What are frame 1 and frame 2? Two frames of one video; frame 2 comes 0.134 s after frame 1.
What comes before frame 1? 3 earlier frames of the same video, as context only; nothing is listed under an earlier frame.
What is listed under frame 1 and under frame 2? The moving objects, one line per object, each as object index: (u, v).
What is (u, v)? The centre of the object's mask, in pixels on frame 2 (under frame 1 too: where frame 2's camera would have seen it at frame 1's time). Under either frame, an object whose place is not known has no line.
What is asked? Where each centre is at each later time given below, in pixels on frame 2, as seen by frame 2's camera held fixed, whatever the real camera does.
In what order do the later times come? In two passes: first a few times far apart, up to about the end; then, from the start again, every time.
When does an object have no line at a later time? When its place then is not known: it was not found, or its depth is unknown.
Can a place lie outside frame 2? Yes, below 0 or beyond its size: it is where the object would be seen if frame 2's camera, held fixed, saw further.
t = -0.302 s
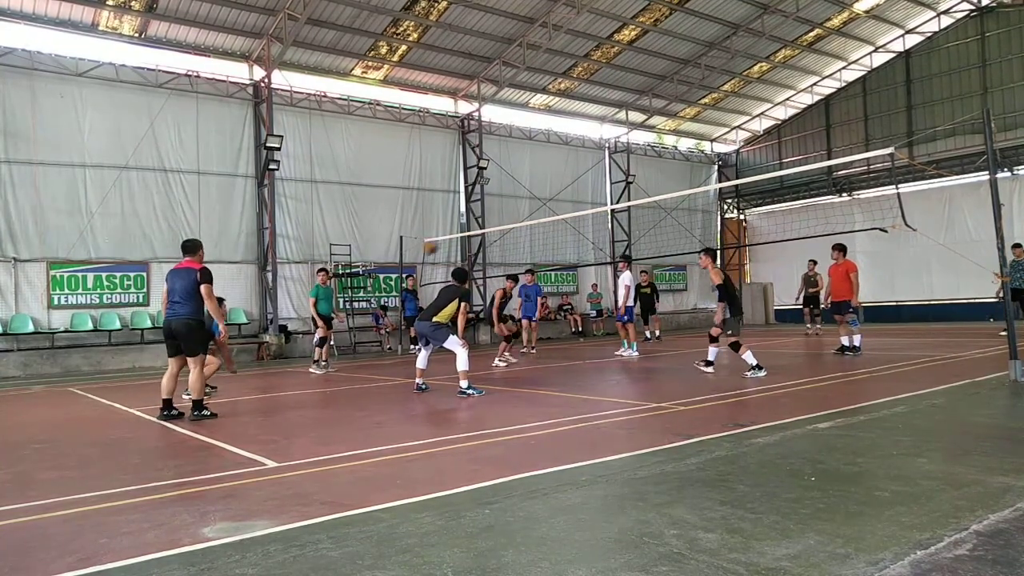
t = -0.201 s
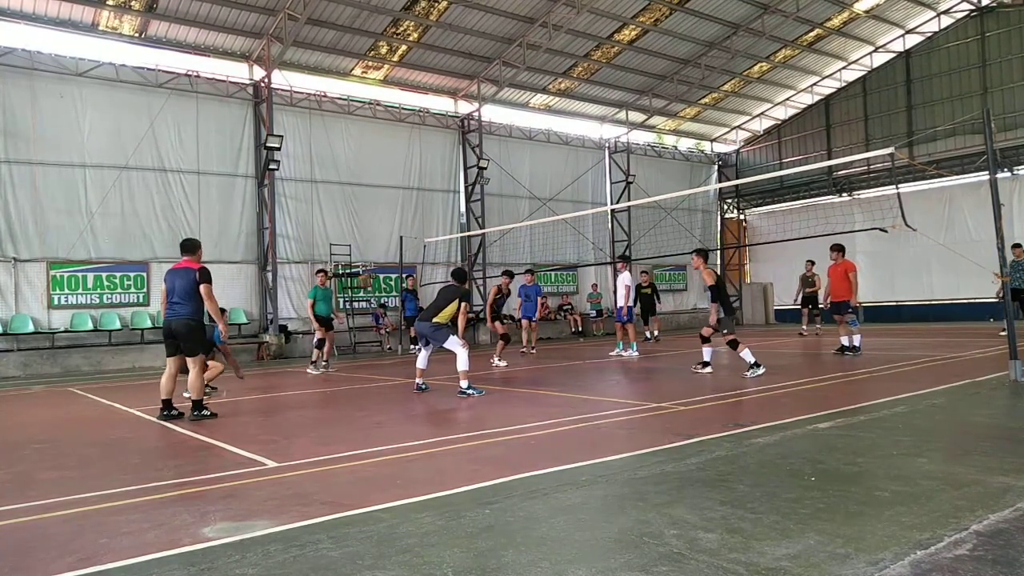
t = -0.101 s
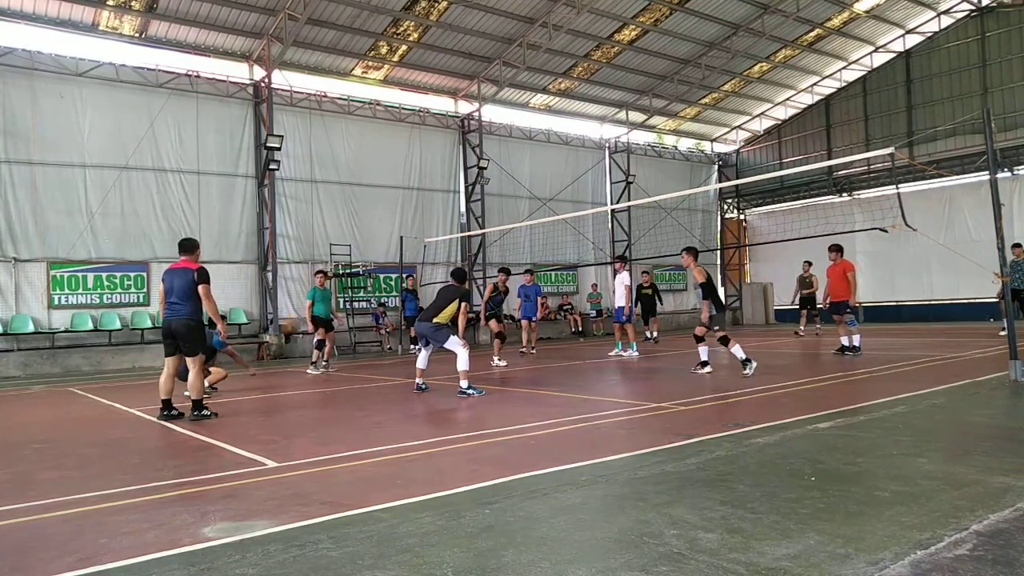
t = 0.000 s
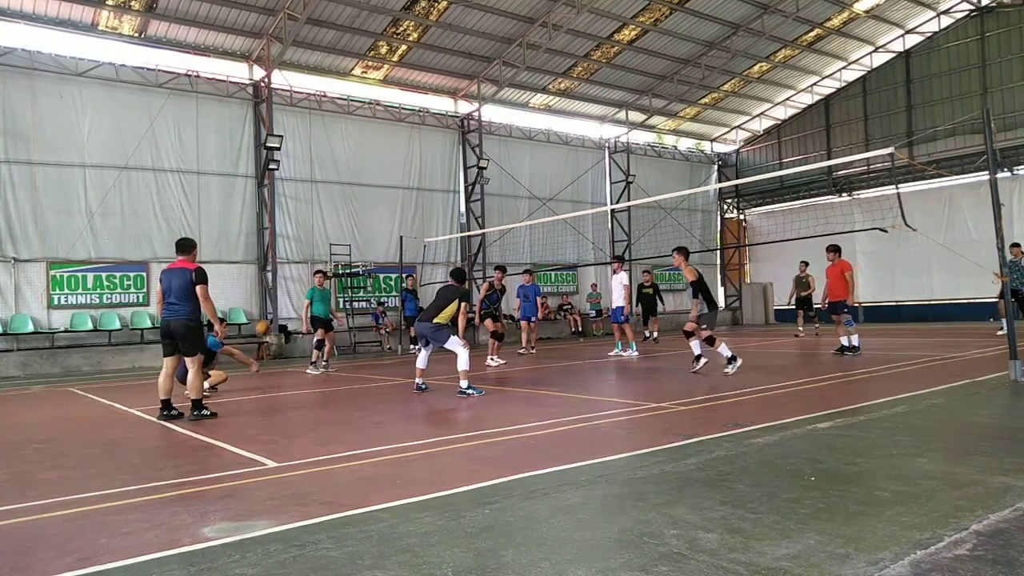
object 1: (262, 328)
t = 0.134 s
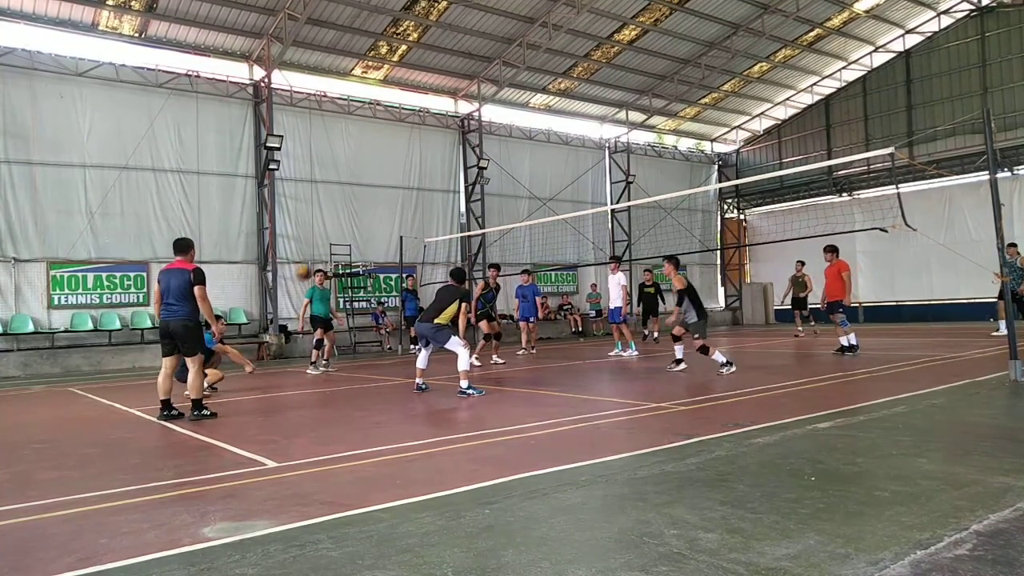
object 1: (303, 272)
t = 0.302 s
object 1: (352, 223)
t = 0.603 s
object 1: (433, 188)
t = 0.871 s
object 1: (502, 211)
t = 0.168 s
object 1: (314, 261)
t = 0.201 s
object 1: (324, 250)
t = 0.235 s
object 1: (333, 240)
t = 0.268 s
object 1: (342, 231)
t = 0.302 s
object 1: (352, 223)
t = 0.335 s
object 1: (361, 216)
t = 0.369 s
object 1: (371, 209)
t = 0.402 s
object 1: (380, 204)
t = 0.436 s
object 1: (388, 199)
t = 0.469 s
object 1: (398, 196)
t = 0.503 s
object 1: (407, 193)
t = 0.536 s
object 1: (415, 190)
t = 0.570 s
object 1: (424, 189)
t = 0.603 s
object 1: (433, 188)
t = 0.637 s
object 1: (442, 188)
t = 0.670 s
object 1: (450, 189)
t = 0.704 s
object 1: (460, 191)
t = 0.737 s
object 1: (468, 192)
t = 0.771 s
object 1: (477, 195)
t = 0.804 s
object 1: (486, 200)
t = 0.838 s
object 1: (494, 205)
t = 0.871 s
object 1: (502, 211)
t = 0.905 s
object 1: (511, 216)
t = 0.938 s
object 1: (519, 223)
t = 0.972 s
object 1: (528, 231)
